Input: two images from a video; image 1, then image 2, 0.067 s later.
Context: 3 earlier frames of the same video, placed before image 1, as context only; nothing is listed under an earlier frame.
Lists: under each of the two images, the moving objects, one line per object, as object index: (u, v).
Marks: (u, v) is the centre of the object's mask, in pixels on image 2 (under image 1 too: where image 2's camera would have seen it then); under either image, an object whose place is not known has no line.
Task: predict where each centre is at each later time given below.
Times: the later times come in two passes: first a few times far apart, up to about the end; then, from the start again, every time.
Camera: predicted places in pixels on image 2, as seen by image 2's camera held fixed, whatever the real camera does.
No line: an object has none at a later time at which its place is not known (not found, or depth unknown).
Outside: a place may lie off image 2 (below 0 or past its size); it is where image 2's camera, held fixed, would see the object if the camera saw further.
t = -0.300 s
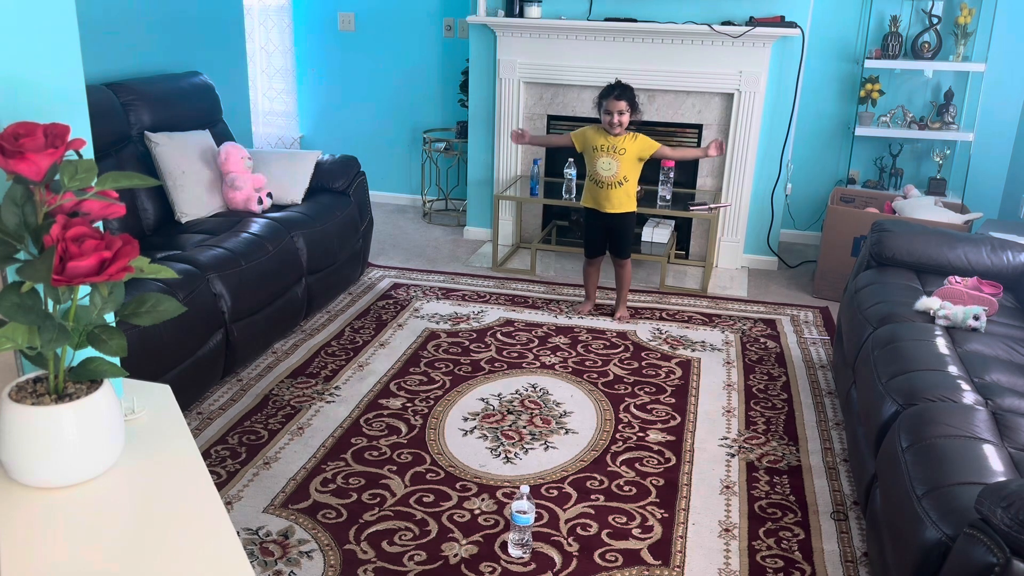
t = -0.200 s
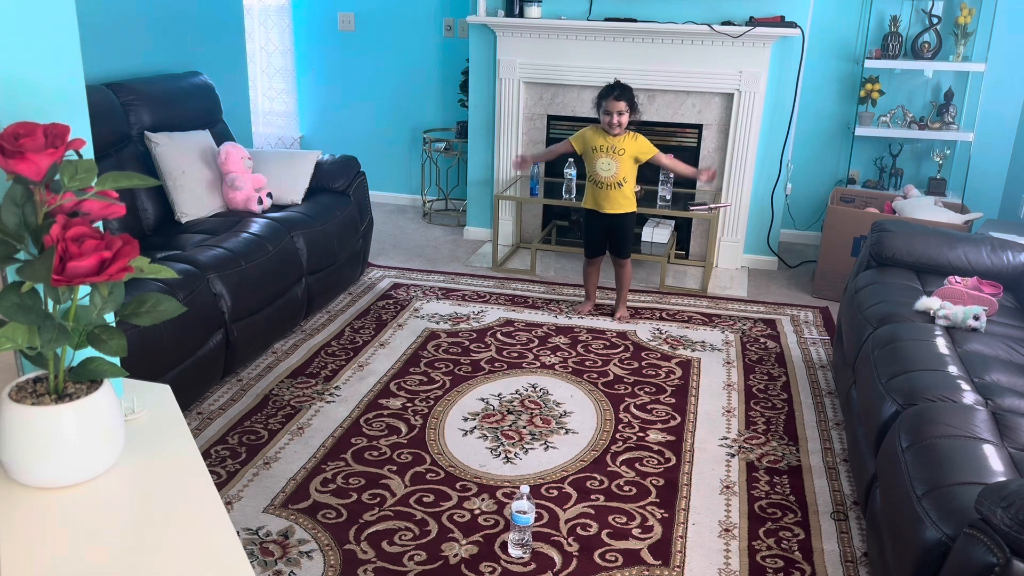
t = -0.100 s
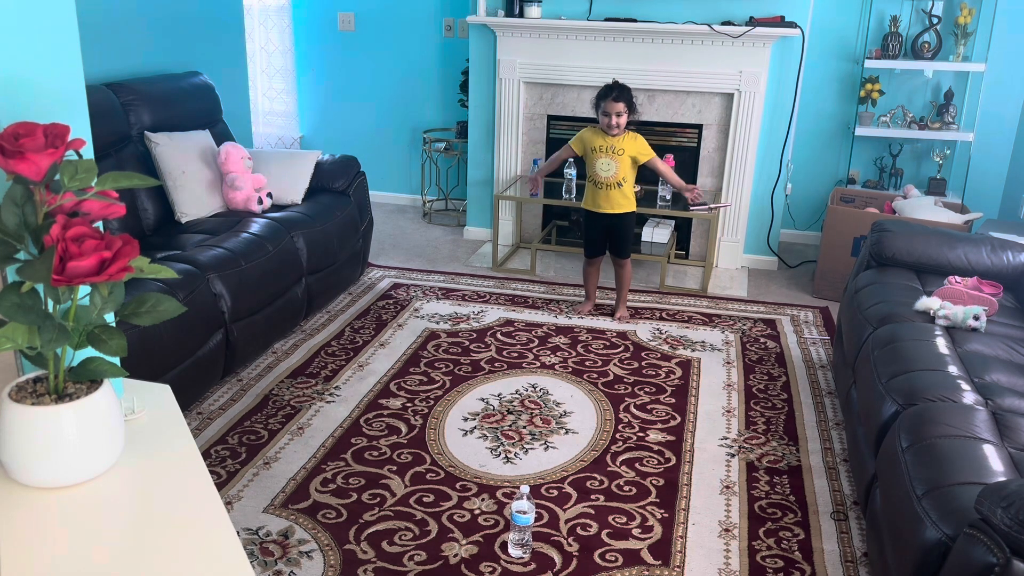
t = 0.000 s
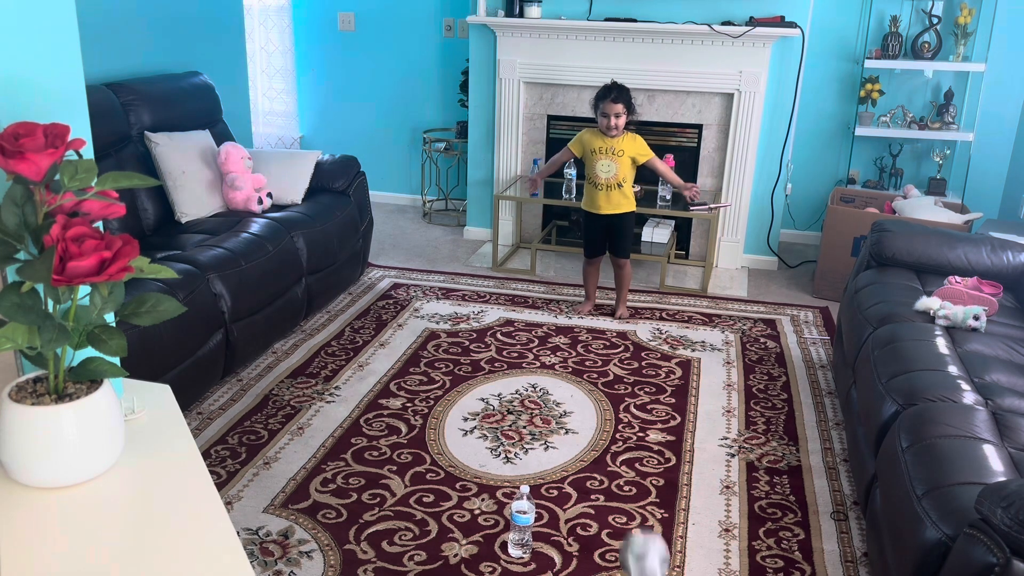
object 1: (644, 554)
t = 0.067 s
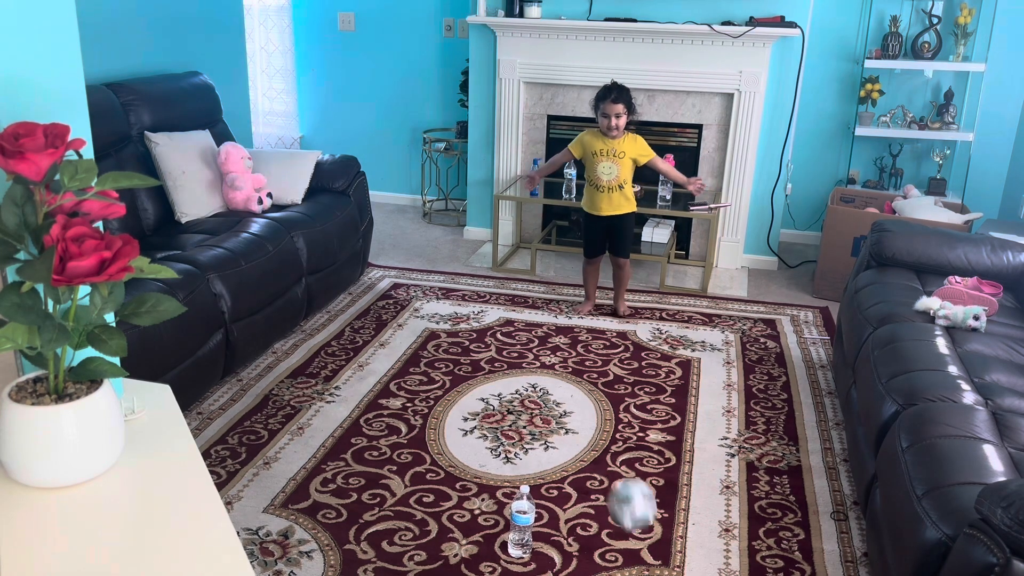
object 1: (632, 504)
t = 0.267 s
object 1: (593, 454)
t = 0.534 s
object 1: (554, 408)
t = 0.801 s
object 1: (526, 366)
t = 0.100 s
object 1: (625, 485)
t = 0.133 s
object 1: (619, 472)
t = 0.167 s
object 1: (613, 463)
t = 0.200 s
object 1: (607, 457)
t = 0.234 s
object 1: (600, 453)
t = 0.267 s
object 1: (593, 454)
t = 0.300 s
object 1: (587, 458)
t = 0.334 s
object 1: (581, 466)
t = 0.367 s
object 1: (576, 464)
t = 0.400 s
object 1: (572, 446)
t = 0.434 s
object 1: (568, 431)
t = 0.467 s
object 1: (563, 419)
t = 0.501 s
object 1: (558, 412)
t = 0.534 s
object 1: (554, 408)
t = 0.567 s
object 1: (550, 407)
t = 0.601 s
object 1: (546, 407)
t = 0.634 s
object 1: (542, 396)
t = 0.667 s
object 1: (539, 387)
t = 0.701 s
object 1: (535, 381)
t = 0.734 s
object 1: (532, 379)
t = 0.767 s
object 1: (529, 372)
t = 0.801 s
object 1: (526, 366)
